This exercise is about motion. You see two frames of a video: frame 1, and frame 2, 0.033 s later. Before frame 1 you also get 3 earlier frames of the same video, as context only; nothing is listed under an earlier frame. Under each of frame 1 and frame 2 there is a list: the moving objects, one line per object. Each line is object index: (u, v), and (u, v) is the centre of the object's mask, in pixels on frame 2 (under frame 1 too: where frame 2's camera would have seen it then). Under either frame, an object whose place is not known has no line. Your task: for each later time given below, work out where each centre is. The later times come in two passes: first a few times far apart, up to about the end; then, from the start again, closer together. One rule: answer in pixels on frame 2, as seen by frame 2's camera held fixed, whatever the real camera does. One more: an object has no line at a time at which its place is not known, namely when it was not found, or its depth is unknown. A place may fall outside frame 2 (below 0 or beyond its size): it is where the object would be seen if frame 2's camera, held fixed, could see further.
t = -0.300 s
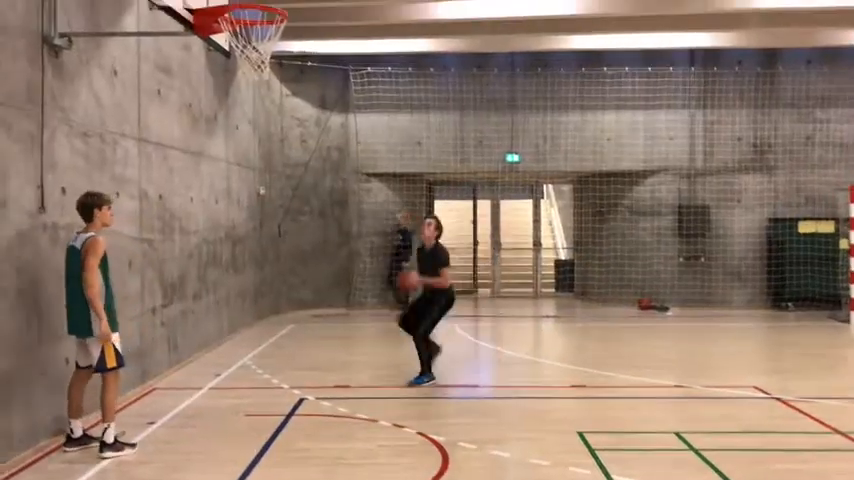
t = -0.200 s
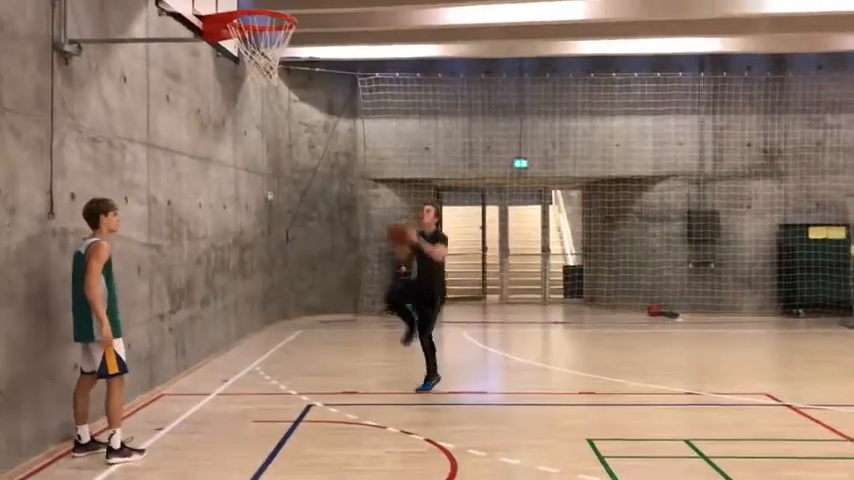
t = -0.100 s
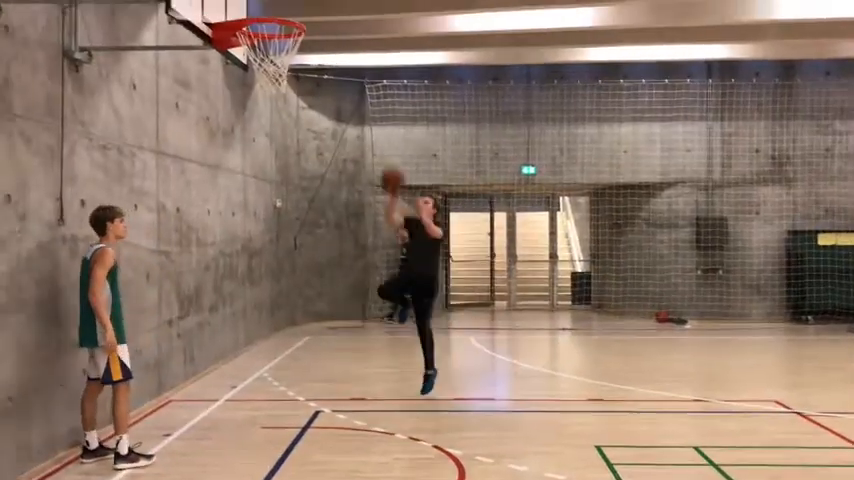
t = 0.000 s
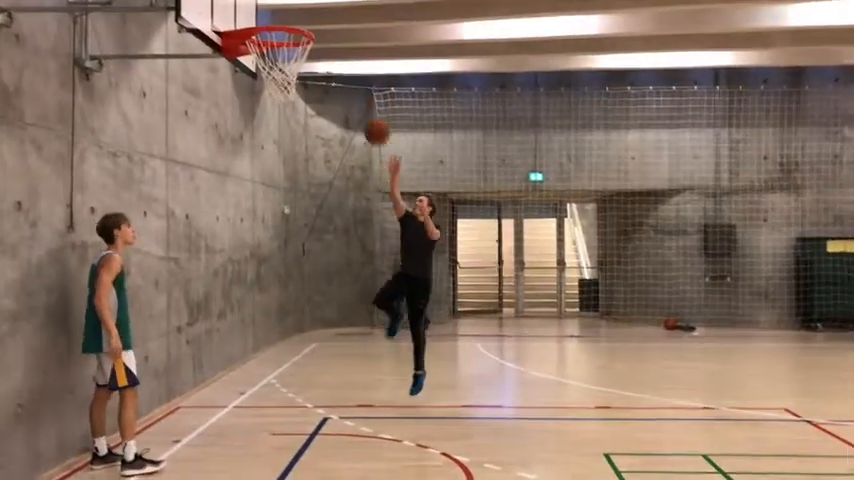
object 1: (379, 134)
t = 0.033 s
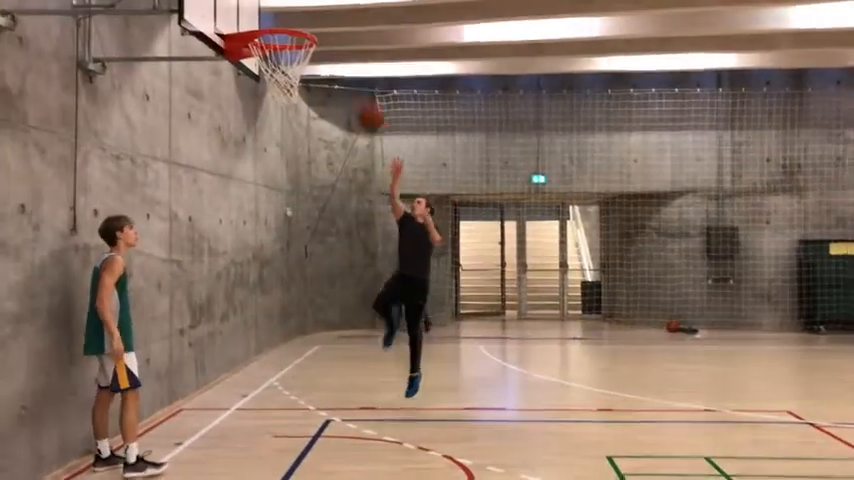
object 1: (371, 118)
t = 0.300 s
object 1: (292, 12)
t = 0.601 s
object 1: (277, 2)
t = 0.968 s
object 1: (325, 5)
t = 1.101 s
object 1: (344, 51)
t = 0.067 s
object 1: (363, 101)
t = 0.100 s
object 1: (353, 87)
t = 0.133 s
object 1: (344, 69)
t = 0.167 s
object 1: (334, 58)
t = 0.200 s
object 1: (325, 49)
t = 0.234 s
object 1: (317, 31)
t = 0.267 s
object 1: (305, 23)
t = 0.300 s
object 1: (292, 12)
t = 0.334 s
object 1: (281, 4)
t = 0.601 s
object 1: (277, 2)
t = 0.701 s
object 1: (291, 2)
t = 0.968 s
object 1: (325, 5)
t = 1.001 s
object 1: (329, 14)
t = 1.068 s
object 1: (339, 38)
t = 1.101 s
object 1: (344, 51)
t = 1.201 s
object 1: (360, 112)
